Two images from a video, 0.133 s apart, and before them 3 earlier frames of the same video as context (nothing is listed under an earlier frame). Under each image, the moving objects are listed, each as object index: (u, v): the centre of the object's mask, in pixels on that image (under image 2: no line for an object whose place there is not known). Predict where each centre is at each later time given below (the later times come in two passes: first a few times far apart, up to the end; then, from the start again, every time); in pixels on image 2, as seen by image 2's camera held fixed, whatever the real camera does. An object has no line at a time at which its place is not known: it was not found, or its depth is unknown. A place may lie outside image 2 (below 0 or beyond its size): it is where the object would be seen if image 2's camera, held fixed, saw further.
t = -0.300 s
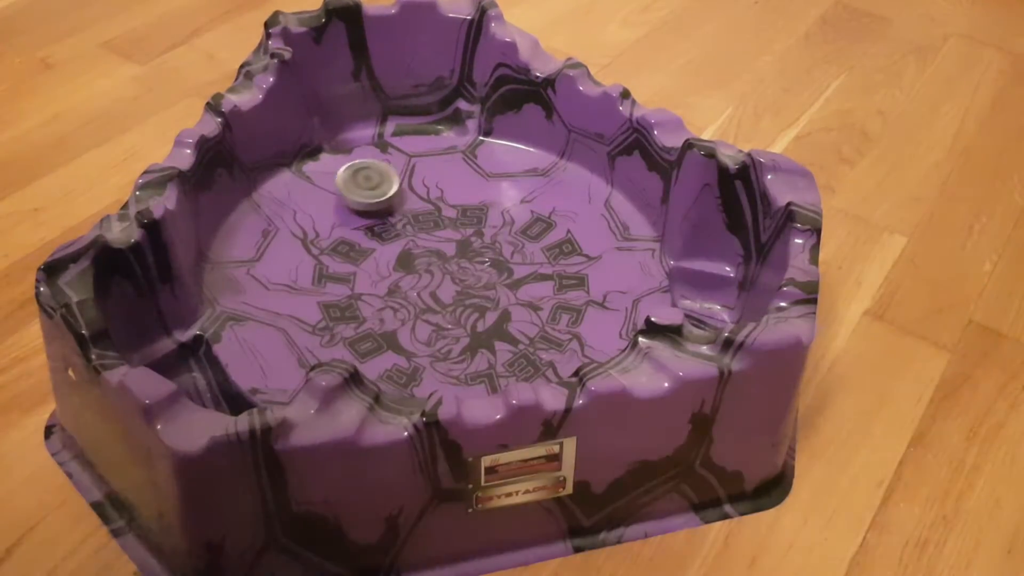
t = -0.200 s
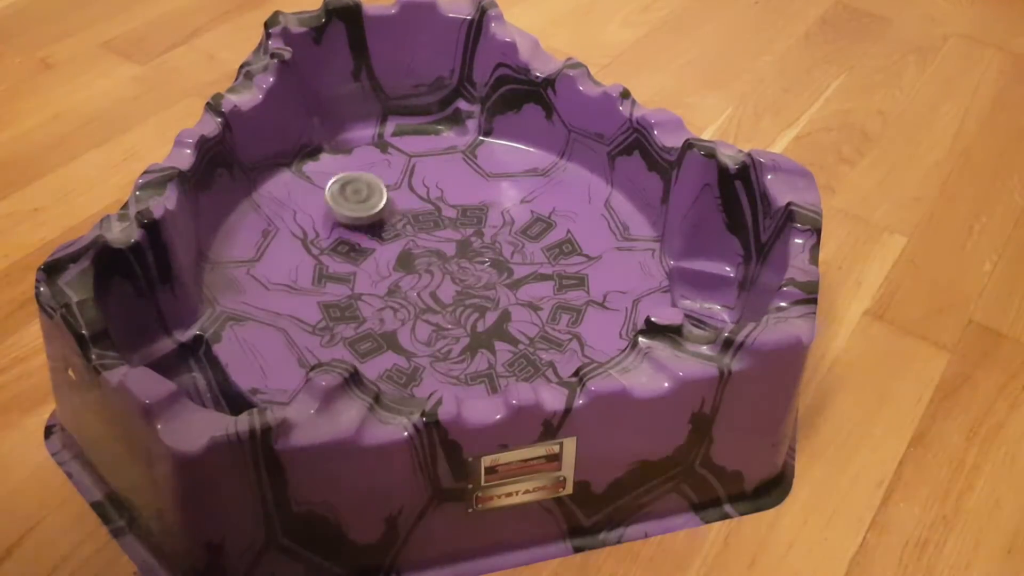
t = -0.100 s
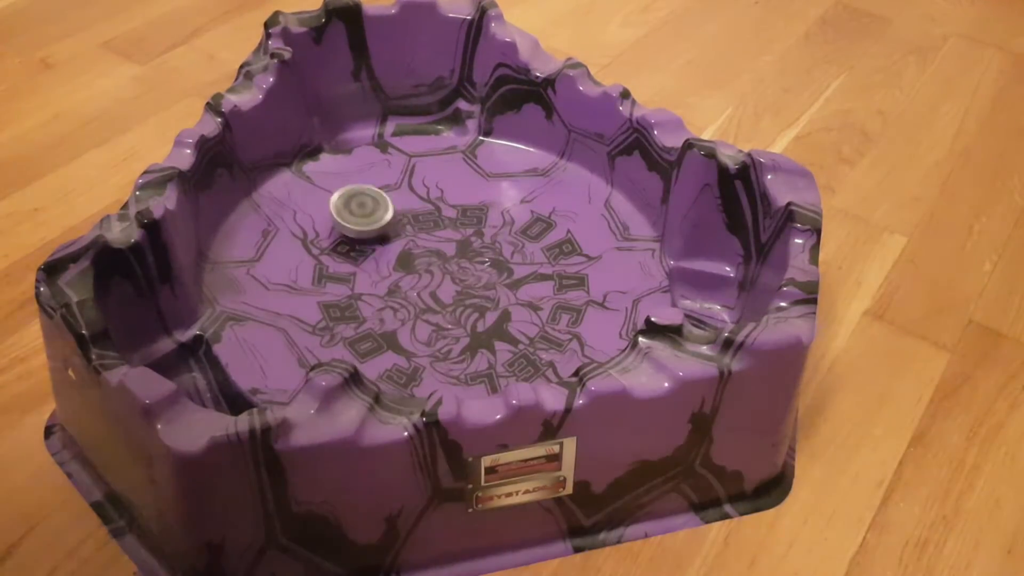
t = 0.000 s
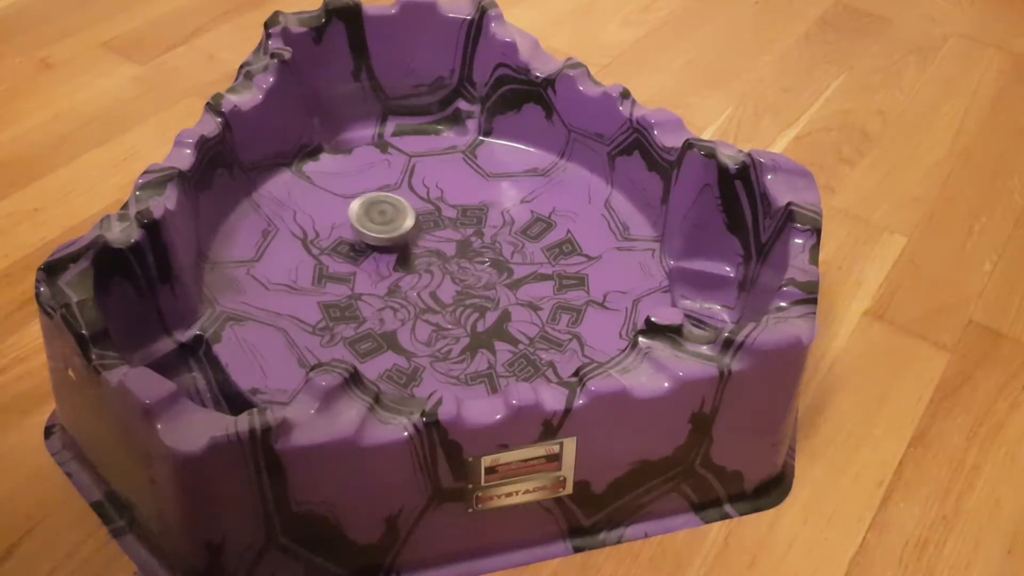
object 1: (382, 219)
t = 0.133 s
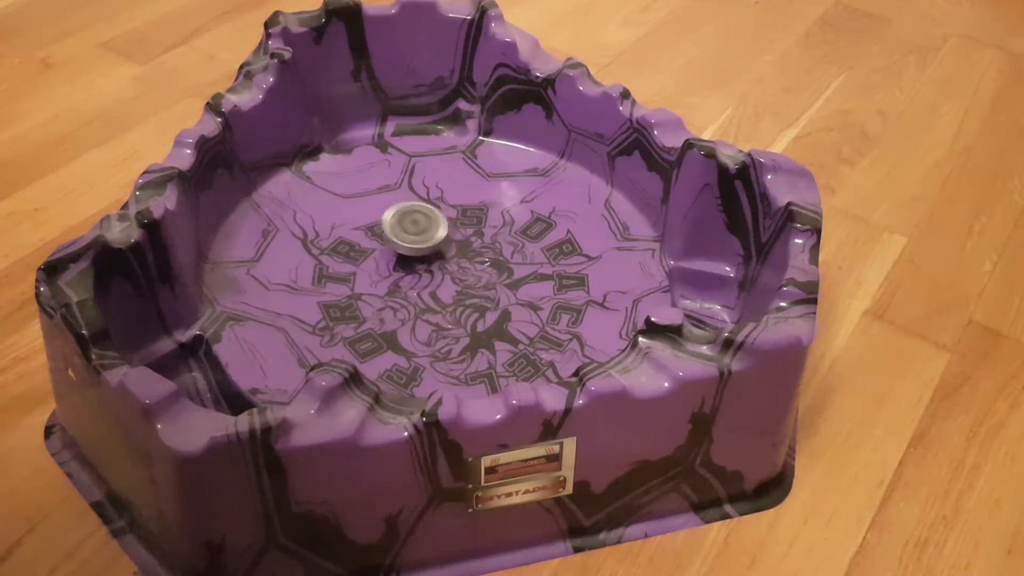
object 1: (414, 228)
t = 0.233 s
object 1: (443, 233)
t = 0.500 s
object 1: (507, 207)
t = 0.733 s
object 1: (494, 186)
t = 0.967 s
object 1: (459, 206)
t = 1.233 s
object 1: (477, 252)
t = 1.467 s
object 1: (529, 278)
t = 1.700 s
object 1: (565, 271)
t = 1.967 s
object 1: (548, 260)
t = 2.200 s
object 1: (501, 274)
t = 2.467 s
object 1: (465, 305)
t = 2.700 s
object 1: (454, 329)
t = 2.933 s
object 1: (465, 345)
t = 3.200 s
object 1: (459, 322)
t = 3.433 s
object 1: (425, 312)
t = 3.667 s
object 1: (406, 307)
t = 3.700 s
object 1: (403, 305)
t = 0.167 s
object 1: (423, 230)
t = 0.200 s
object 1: (432, 232)
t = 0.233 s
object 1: (443, 233)
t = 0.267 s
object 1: (455, 232)
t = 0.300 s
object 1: (466, 231)
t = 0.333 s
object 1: (478, 229)
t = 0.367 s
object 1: (487, 225)
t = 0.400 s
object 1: (494, 220)
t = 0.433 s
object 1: (500, 215)
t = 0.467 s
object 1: (504, 211)
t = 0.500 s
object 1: (507, 207)
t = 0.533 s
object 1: (508, 202)
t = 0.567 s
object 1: (508, 198)
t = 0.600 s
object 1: (507, 195)
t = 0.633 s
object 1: (504, 191)
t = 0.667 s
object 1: (502, 189)
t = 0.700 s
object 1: (498, 187)
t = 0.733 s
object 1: (494, 186)
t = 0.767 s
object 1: (488, 186)
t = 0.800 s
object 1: (483, 186)
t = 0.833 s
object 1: (477, 189)
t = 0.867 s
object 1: (472, 192)
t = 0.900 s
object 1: (466, 196)
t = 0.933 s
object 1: (462, 201)
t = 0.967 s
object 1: (459, 206)
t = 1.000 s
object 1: (458, 212)
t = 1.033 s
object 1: (457, 218)
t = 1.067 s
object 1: (457, 225)
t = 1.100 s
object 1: (459, 231)
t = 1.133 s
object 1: (462, 237)
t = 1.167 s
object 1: (467, 242)
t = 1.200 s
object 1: (472, 247)
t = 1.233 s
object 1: (477, 252)
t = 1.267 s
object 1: (482, 257)
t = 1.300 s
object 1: (488, 262)
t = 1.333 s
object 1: (494, 266)
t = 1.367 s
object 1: (502, 270)
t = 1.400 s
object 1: (511, 274)
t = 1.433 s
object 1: (521, 277)
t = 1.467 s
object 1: (529, 278)
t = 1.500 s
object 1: (537, 278)
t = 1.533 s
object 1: (544, 278)
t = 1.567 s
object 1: (550, 276)
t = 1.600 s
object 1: (555, 275)
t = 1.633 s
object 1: (559, 274)
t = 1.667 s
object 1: (562, 273)
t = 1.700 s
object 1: (565, 271)
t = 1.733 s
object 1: (566, 269)
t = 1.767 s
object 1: (567, 267)
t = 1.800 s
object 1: (566, 265)
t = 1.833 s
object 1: (564, 263)
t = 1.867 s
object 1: (562, 262)
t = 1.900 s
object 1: (558, 261)
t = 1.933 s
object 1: (553, 260)
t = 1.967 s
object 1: (548, 260)
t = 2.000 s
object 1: (541, 260)
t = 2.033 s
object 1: (535, 261)
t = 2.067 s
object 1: (528, 262)
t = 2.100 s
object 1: (521, 265)
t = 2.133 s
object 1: (514, 267)
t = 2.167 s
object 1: (507, 271)
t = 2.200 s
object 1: (501, 274)
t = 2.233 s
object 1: (495, 277)
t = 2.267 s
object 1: (490, 282)
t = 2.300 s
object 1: (485, 286)
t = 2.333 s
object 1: (481, 290)
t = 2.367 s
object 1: (476, 294)
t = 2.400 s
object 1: (472, 298)
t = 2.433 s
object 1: (468, 302)
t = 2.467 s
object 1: (465, 305)
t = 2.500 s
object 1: (464, 309)
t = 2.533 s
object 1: (463, 313)
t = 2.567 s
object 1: (461, 317)
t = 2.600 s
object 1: (459, 319)
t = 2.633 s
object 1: (456, 323)
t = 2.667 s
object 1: (455, 326)
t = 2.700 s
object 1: (454, 329)
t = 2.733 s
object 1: (454, 332)
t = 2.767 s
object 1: (454, 335)
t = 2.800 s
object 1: (456, 338)
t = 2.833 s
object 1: (458, 341)
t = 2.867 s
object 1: (460, 343)
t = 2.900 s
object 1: (462, 345)
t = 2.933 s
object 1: (465, 345)
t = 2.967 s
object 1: (468, 345)
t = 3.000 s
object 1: (471, 344)
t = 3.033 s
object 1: (473, 343)
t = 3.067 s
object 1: (472, 340)
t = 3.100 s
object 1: (471, 335)
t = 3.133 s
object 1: (468, 331)
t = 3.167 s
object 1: (464, 327)
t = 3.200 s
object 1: (459, 322)
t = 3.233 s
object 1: (454, 320)
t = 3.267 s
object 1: (449, 317)
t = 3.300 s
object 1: (443, 315)
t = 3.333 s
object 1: (438, 314)
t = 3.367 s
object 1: (434, 313)
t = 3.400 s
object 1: (429, 312)
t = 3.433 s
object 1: (425, 312)
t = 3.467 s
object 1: (422, 312)
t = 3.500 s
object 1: (418, 312)
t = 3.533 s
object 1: (415, 311)
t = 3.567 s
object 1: (412, 311)
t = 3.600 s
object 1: (410, 310)
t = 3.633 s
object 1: (408, 309)
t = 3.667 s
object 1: (406, 307)
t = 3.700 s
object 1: (403, 305)
